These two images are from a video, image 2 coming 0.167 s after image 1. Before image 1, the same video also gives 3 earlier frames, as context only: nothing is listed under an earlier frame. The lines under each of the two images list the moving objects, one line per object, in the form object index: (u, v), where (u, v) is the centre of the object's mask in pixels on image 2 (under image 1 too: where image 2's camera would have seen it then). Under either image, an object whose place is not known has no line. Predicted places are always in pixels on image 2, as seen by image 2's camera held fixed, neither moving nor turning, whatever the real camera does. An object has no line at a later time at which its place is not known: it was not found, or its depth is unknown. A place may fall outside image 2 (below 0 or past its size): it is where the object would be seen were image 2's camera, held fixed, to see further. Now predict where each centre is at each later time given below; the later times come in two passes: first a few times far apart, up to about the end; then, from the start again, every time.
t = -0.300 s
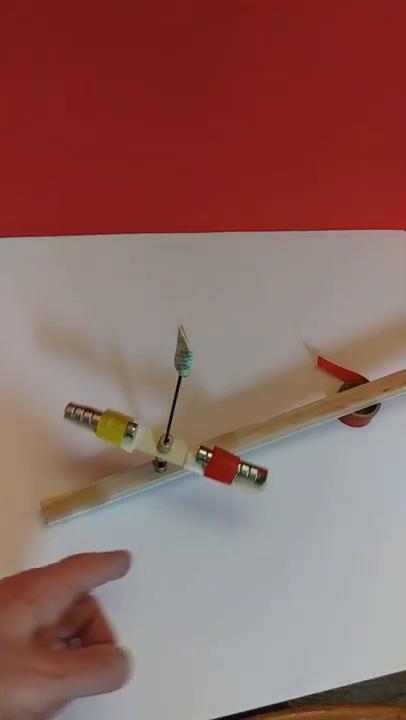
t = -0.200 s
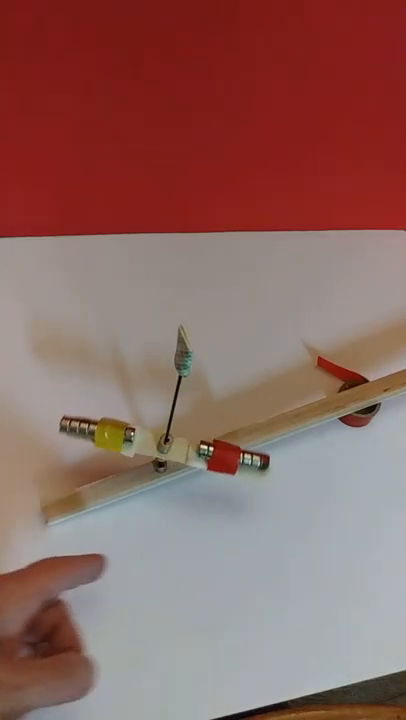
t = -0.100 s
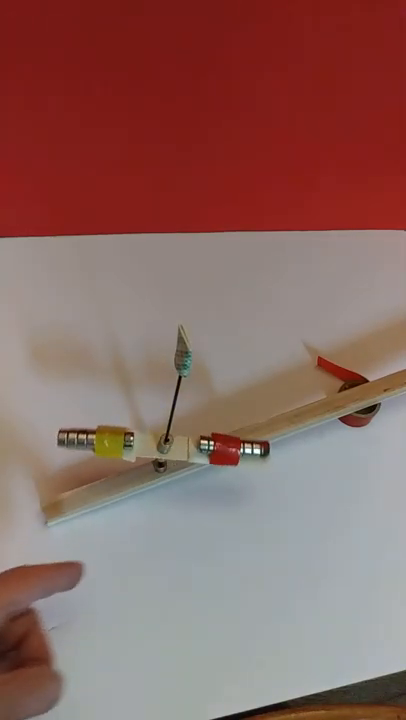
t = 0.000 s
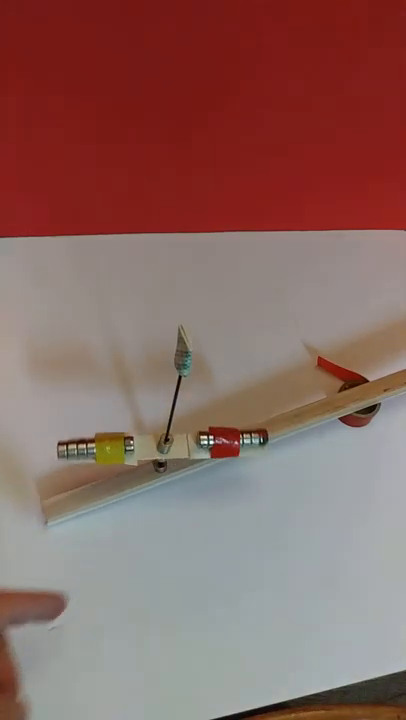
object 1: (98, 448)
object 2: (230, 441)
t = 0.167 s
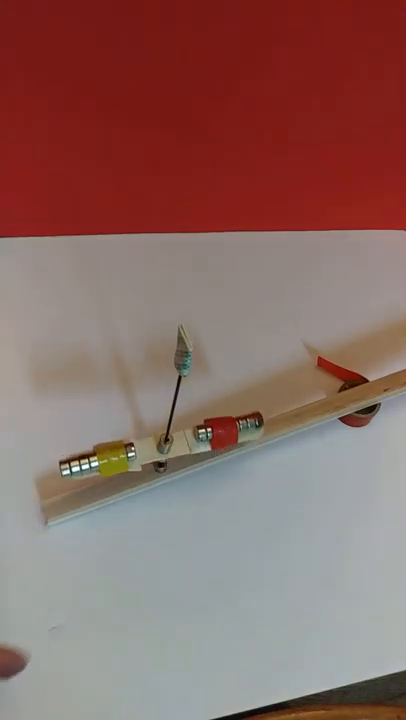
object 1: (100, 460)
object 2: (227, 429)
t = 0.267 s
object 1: (102, 466)
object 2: (223, 423)
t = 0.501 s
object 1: (108, 478)
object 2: (217, 412)
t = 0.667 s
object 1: (113, 483)
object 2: (212, 407)
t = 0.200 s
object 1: (100, 462)
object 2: (226, 427)
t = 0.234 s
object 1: (101, 465)
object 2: (225, 425)
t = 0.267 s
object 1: (102, 466)
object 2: (223, 423)
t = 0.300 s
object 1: (103, 468)
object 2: (223, 421)
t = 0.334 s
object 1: (104, 470)
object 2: (222, 420)
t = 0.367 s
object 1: (105, 472)
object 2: (221, 418)
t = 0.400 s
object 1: (105, 474)
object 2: (220, 416)
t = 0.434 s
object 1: (106, 475)
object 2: (219, 415)
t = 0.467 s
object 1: (107, 477)
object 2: (218, 414)
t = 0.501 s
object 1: (108, 478)
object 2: (217, 412)
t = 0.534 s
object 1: (109, 479)
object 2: (217, 411)
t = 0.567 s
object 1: (110, 480)
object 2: (216, 410)
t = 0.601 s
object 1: (111, 481)
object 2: (215, 409)
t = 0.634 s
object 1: (112, 482)
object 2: (214, 408)
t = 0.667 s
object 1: (113, 483)
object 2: (212, 407)
